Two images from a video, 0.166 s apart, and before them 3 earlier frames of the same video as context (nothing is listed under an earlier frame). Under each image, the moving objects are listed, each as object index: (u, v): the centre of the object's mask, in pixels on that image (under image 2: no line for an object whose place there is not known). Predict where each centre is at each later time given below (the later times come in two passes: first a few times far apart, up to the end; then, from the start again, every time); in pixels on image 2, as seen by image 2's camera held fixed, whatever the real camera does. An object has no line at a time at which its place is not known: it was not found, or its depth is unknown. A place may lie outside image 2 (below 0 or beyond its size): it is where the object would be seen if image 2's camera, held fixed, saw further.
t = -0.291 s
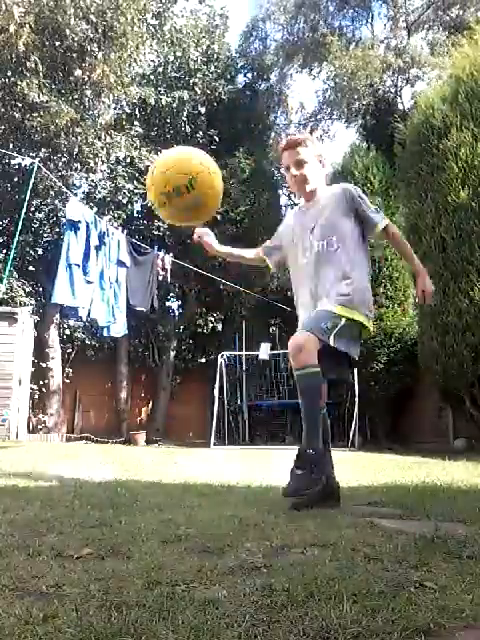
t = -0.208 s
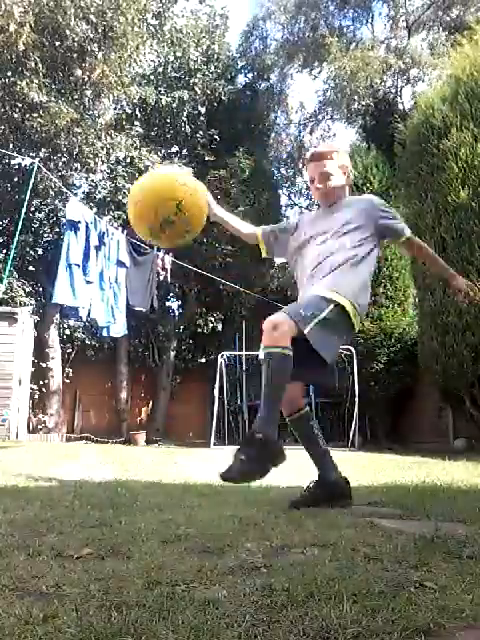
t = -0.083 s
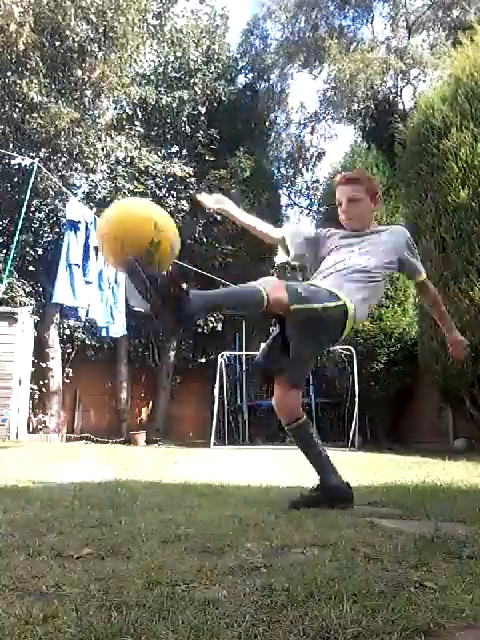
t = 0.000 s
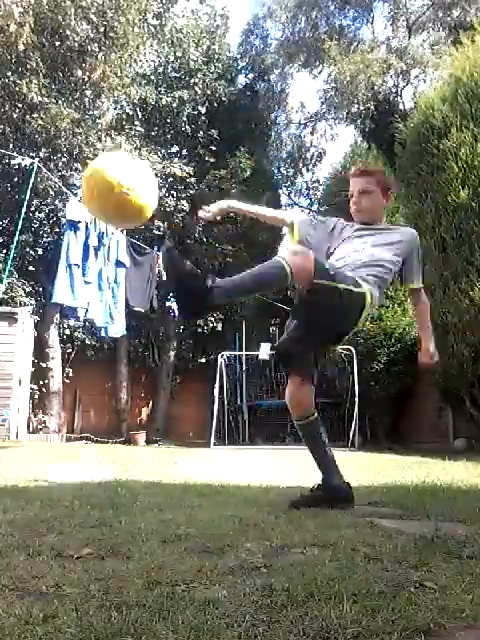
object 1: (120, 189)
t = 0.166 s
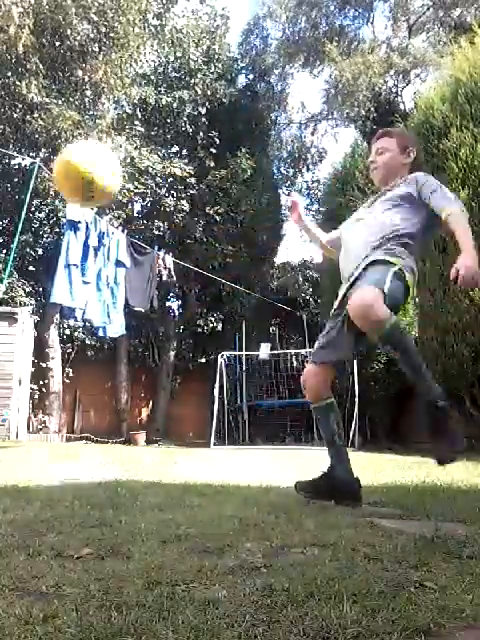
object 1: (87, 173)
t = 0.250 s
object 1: (73, 194)
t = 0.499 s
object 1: (26, 358)
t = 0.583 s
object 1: (20, 444)
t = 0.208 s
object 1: (80, 182)
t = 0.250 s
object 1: (73, 194)
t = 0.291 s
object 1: (65, 212)
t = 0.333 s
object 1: (61, 232)
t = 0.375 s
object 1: (50, 258)
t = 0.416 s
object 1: (42, 288)
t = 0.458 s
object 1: (37, 320)
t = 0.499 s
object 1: (26, 358)
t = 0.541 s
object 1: (24, 397)
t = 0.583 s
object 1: (20, 444)
